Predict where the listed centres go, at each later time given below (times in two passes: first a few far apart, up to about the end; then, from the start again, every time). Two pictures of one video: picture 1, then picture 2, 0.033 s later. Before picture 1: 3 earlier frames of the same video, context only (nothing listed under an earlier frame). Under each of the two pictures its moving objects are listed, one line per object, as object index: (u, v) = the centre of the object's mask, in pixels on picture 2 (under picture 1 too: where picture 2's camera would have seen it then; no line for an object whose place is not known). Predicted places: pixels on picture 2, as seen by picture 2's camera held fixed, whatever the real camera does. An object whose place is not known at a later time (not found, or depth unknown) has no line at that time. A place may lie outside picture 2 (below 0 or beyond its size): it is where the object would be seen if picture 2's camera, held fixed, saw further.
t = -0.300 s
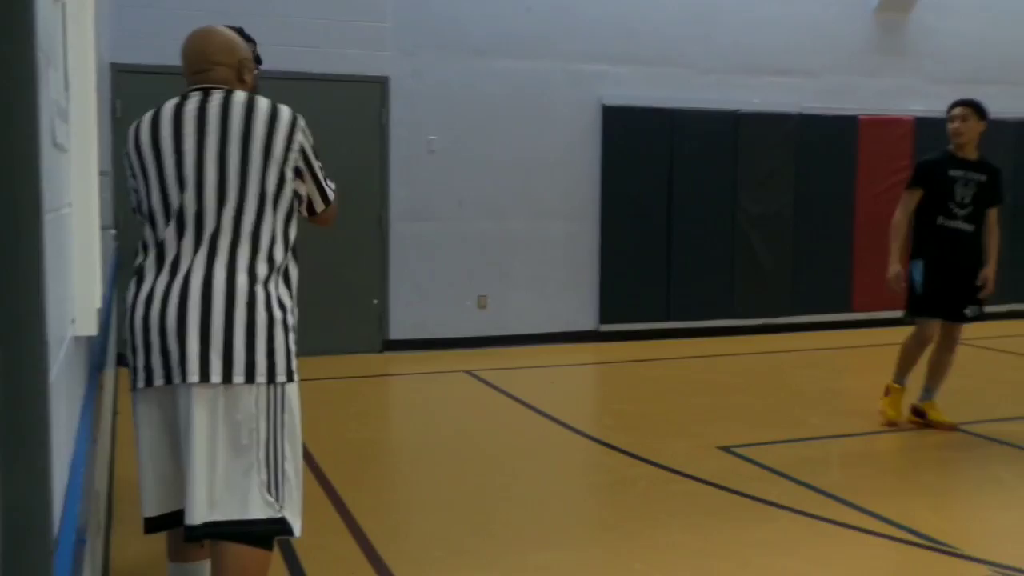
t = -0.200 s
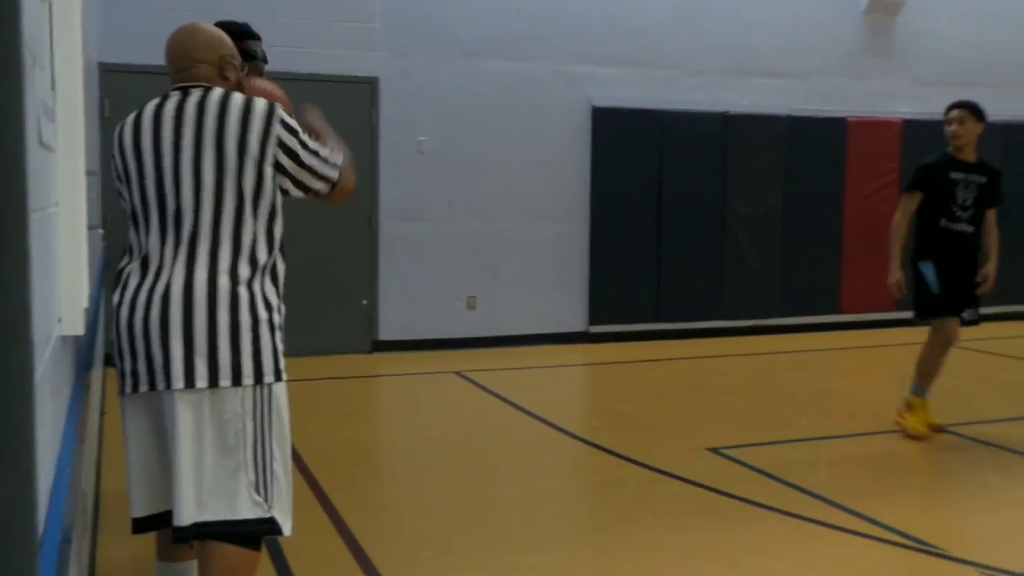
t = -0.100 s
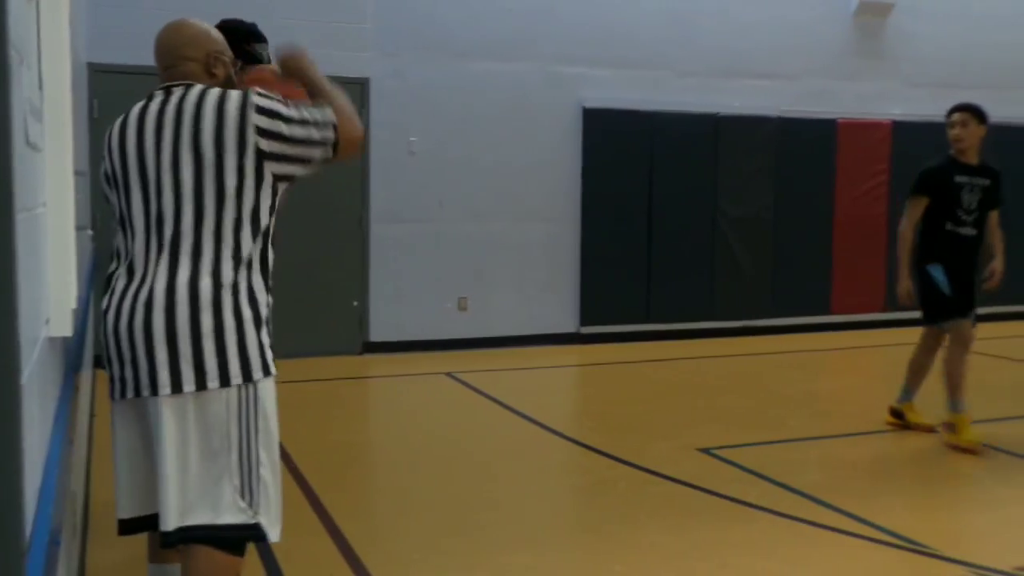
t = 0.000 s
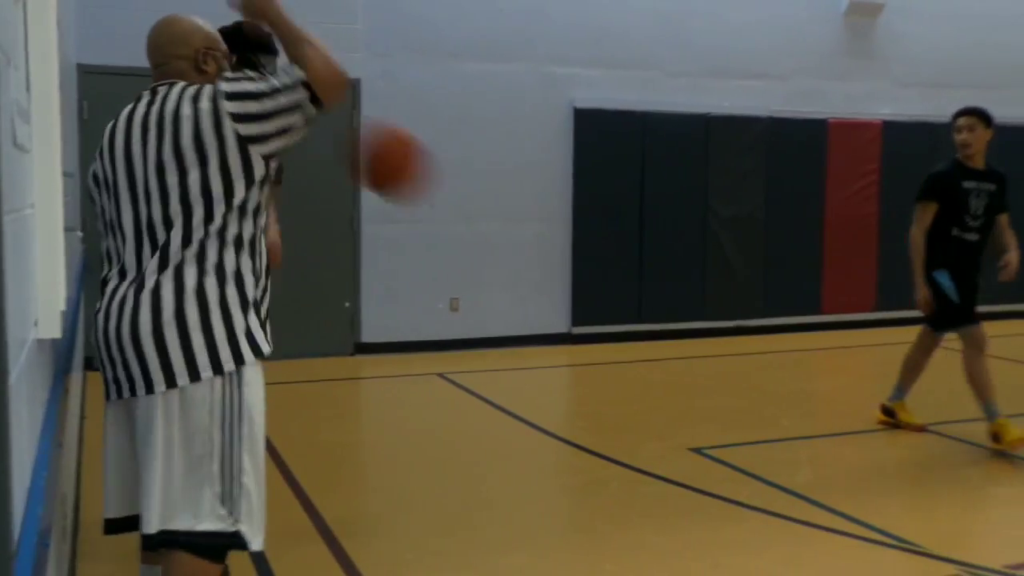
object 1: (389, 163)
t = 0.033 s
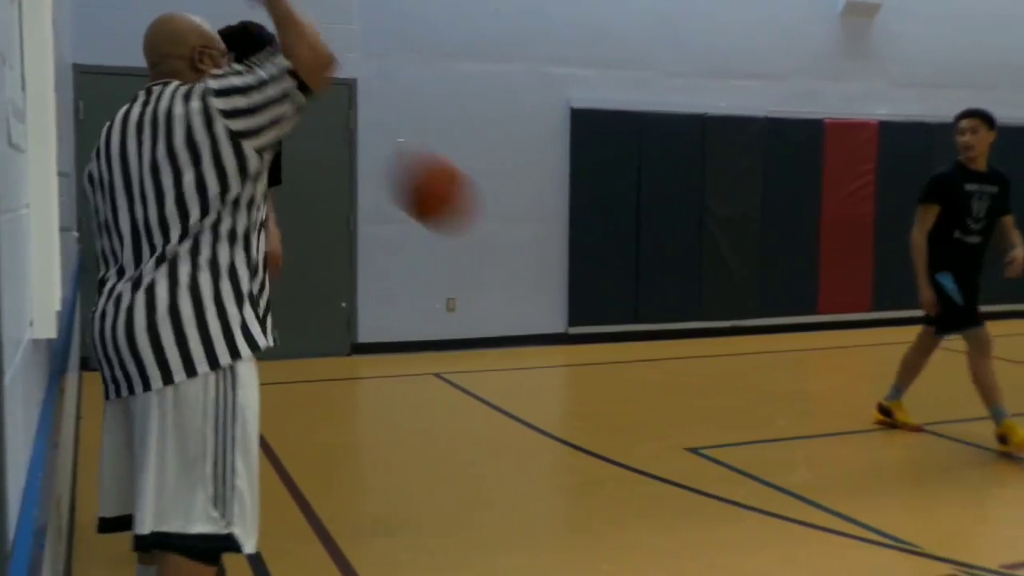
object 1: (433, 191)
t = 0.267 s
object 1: (716, 451)
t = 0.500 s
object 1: (834, 301)
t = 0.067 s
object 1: (480, 223)
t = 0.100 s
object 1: (524, 258)
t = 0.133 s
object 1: (568, 292)
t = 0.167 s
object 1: (607, 325)
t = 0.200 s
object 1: (646, 371)
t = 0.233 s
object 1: (680, 410)
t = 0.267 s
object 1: (716, 451)
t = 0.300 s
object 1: (748, 487)
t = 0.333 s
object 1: (764, 452)
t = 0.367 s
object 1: (778, 415)
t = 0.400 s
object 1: (791, 387)
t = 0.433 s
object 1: (805, 357)
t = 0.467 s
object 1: (821, 328)
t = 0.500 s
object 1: (834, 301)
